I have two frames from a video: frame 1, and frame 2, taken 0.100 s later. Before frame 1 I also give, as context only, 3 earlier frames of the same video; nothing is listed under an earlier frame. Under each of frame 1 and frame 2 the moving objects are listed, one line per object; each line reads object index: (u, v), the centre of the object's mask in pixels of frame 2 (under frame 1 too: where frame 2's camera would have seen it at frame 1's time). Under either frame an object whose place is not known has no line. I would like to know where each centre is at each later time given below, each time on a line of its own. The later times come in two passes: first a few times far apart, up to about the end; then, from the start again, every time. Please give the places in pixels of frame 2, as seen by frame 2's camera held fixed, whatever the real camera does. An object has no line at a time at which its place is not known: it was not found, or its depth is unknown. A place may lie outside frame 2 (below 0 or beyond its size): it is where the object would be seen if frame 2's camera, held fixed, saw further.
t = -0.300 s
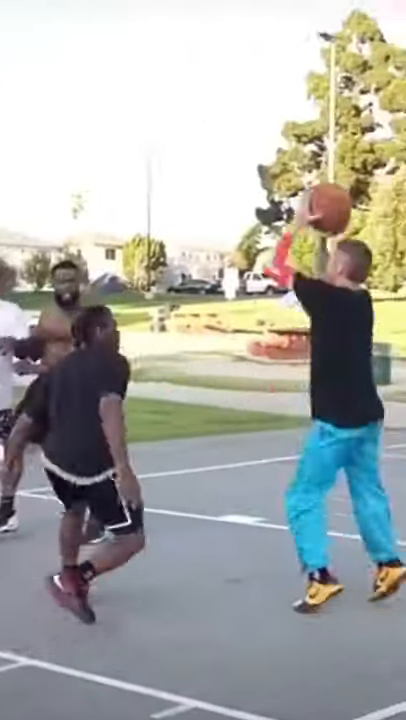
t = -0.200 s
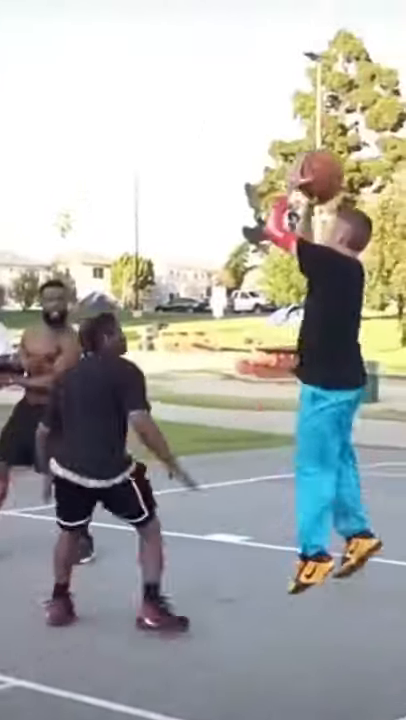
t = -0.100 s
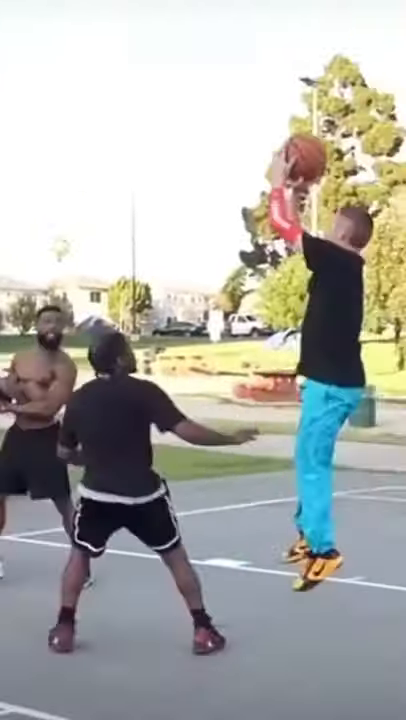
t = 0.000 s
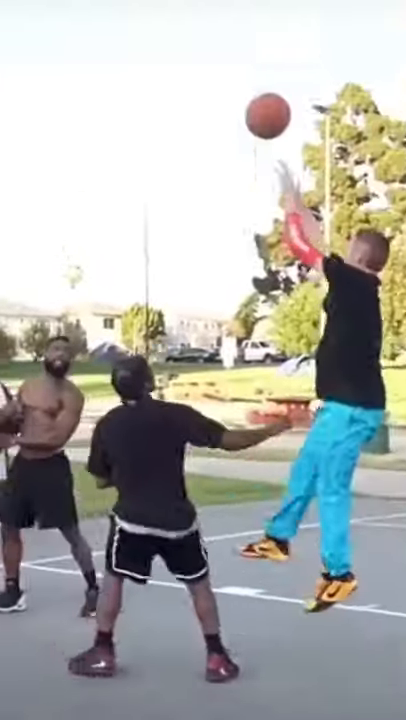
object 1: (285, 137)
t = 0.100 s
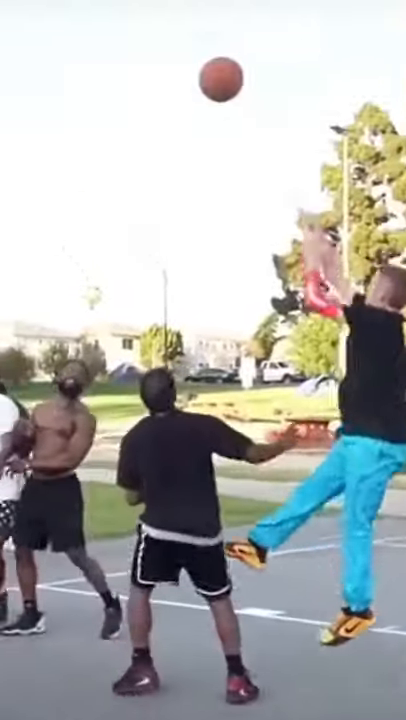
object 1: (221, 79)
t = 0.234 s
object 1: (143, 36)
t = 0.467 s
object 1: (26, 38)
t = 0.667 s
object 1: (-58, 104)
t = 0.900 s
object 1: (-81, 205)
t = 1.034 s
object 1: (-56, 207)
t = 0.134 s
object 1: (201, 65)
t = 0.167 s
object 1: (180, 53)
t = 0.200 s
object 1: (161, 43)
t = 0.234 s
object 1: (143, 36)
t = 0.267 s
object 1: (124, 31)
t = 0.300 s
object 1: (107, 27)
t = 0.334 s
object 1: (90, 26)
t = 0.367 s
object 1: (73, 27)
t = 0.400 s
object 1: (57, 29)
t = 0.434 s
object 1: (41, 32)
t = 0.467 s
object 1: (26, 38)
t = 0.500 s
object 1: (11, 46)
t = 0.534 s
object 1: (-4, 54)
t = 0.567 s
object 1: (-18, 64)
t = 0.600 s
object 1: (-33, 76)
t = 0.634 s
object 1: (-46, 89)
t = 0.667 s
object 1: (-58, 104)
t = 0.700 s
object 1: (-72, 120)
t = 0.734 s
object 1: (-85, 136)
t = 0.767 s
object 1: (-97, 154)
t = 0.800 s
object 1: (-110, 166)
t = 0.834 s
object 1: (-108, 171)
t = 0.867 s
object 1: (-96, 194)
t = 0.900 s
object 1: (-81, 205)
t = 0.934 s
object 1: (-74, 209)
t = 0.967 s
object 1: (-66, 209)
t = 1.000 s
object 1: (-60, 209)
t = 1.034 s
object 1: (-56, 207)
